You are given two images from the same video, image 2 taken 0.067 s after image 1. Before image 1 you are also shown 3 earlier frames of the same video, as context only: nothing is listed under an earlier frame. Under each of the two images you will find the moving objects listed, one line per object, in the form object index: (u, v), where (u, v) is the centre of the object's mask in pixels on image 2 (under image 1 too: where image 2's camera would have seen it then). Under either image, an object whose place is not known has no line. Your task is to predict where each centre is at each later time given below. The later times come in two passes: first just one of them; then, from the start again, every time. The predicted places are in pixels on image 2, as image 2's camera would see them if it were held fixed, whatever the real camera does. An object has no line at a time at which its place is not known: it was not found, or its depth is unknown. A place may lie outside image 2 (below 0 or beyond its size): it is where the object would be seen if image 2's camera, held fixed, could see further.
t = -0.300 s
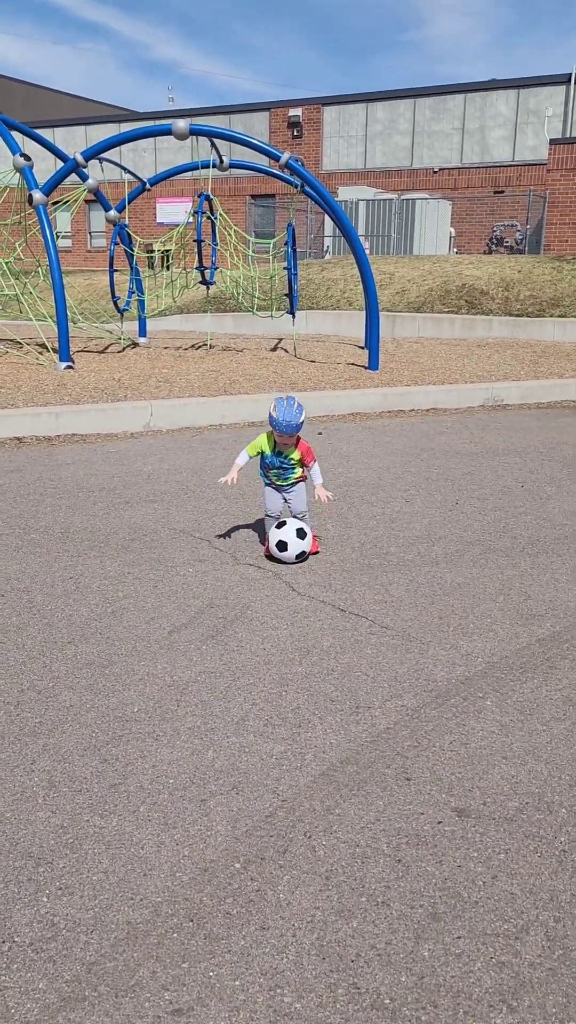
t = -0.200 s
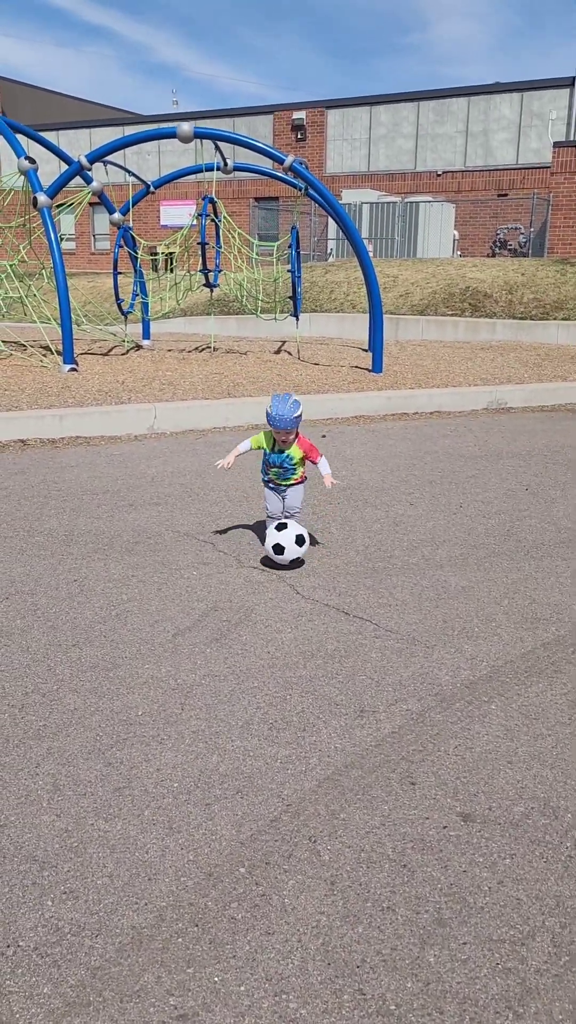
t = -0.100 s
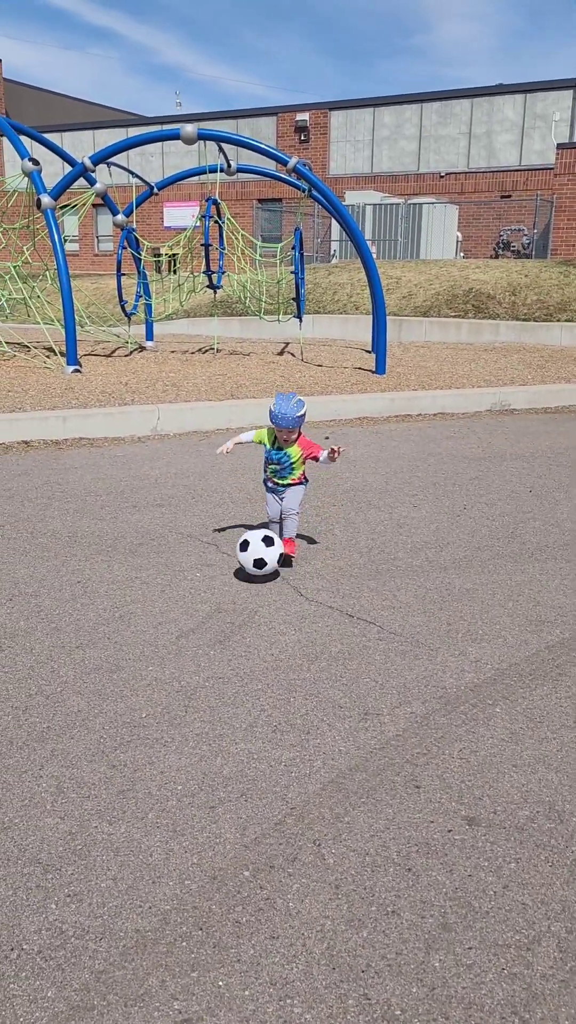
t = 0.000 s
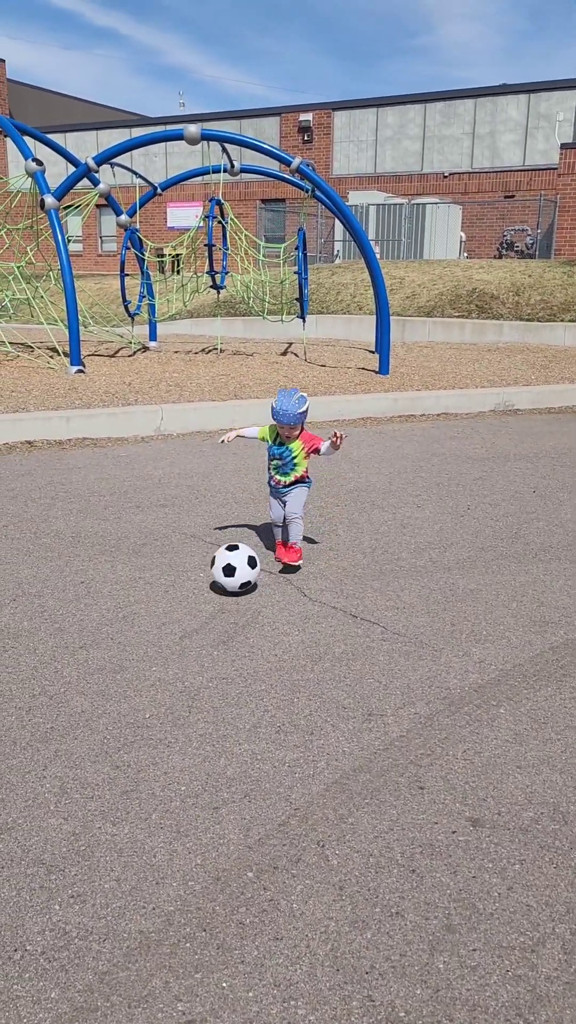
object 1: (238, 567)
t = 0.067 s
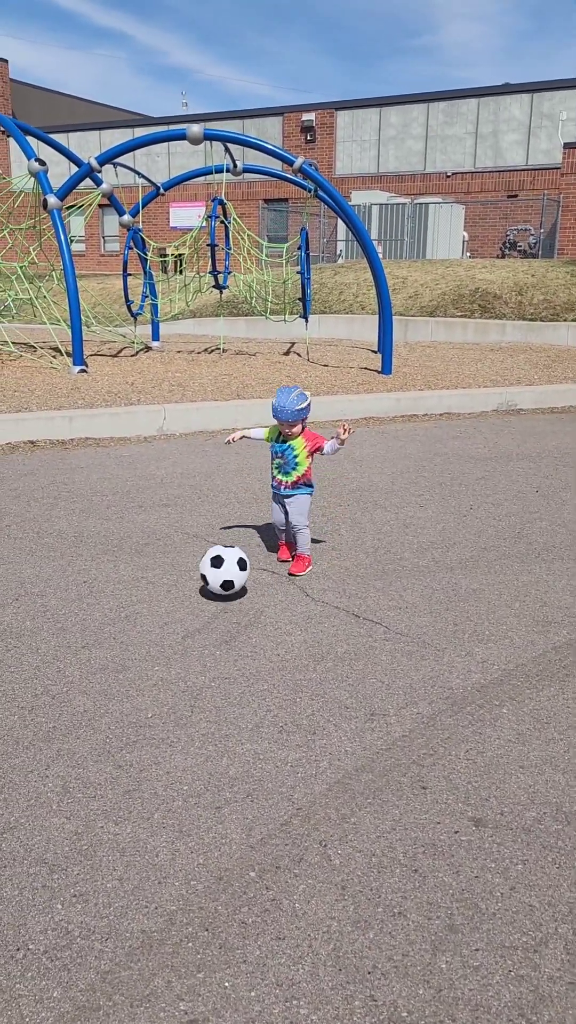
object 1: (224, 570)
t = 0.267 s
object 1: (183, 591)
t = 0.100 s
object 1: (218, 574)
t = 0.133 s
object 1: (210, 582)
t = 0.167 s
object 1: (204, 583)
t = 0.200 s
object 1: (197, 584)
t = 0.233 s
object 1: (190, 586)
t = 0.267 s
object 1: (183, 591)
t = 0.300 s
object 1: (176, 597)
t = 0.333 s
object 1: (168, 597)
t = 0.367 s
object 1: (161, 599)
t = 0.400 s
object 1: (153, 605)
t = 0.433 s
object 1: (144, 608)
